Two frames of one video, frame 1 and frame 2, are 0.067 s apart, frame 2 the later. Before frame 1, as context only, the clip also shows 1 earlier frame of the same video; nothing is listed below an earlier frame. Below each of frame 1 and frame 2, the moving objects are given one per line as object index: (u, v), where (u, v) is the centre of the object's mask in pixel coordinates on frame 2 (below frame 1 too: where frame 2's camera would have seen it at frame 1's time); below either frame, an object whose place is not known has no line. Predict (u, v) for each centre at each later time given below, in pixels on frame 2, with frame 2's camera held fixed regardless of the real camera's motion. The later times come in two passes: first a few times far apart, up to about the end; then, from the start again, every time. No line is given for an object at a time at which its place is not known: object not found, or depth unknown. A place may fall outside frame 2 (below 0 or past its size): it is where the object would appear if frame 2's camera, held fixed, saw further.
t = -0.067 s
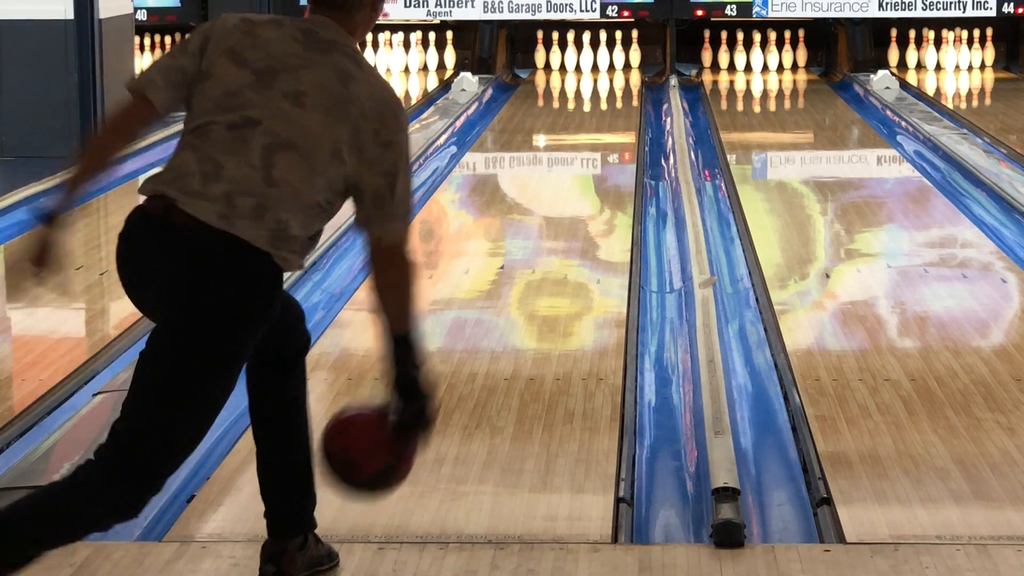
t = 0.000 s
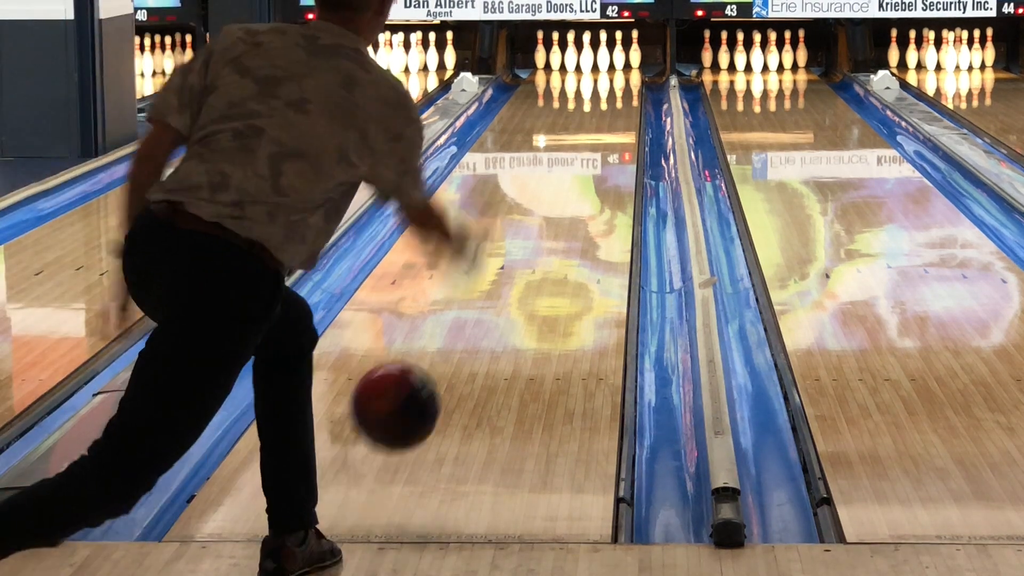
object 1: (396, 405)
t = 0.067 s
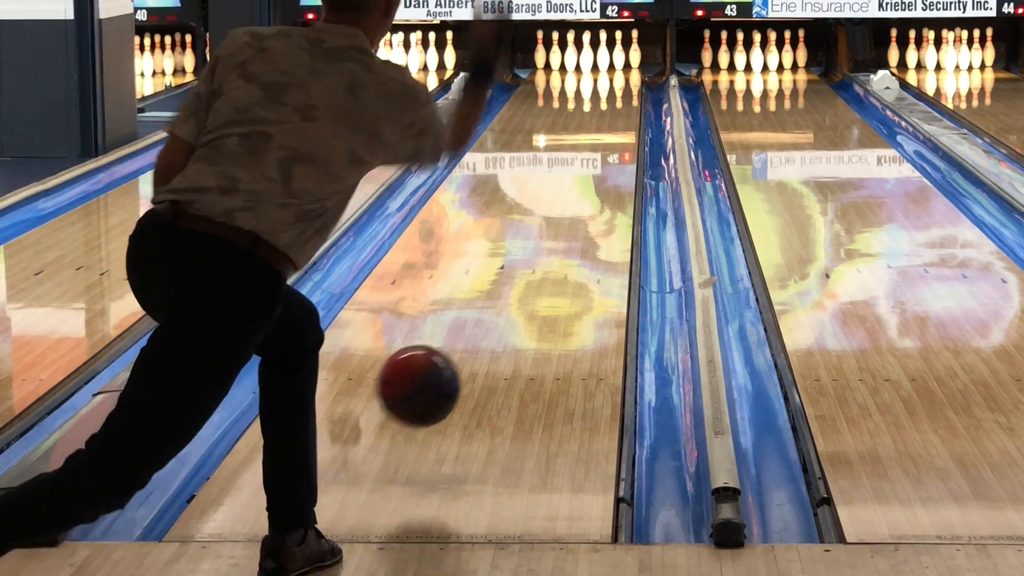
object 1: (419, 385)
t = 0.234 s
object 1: (466, 356)
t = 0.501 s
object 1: (516, 273)
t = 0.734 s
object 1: (545, 223)
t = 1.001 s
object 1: (569, 180)
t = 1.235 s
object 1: (584, 152)
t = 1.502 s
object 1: (596, 127)
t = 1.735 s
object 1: (603, 110)
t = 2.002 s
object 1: (608, 93)
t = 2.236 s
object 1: (607, 82)
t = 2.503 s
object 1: (600, 71)
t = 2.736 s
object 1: (591, 63)
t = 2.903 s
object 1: (588, 59)
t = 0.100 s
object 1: (430, 382)
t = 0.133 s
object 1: (440, 384)
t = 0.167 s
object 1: (449, 386)
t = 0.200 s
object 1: (458, 367)
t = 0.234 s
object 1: (466, 356)
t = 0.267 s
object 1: (473, 346)
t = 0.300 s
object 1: (481, 333)
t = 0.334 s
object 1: (488, 322)
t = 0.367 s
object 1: (494, 311)
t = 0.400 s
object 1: (500, 301)
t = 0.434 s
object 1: (506, 291)
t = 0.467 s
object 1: (511, 281)
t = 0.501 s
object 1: (516, 273)
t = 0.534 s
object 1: (521, 265)
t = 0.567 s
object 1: (526, 257)
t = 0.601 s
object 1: (530, 250)
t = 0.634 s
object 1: (534, 243)
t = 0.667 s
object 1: (538, 236)
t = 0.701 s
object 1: (542, 229)
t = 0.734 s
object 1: (545, 223)
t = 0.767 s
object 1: (549, 217)
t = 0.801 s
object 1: (552, 212)
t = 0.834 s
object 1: (556, 206)
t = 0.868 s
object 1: (558, 200)
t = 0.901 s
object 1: (561, 195)
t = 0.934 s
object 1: (564, 190)
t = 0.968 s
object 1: (567, 185)
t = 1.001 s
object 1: (569, 180)
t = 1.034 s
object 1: (572, 176)
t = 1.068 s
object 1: (574, 171)
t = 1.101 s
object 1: (576, 167)
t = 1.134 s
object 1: (578, 164)
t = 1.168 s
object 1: (580, 160)
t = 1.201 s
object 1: (582, 156)
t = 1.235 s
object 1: (584, 152)
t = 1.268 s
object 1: (586, 149)
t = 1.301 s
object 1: (587, 145)
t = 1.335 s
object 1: (589, 142)
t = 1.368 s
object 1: (591, 139)
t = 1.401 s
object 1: (592, 136)
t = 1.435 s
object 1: (594, 133)
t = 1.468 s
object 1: (595, 131)
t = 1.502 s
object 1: (596, 127)
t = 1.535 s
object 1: (597, 125)
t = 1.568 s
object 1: (598, 122)
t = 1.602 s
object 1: (599, 119)
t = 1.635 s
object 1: (601, 117)
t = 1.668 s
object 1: (602, 114)
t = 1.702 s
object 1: (603, 112)
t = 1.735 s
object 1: (603, 110)
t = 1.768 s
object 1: (604, 108)
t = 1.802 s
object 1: (605, 105)
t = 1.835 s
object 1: (606, 103)
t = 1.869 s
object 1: (606, 101)
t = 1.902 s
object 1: (607, 99)
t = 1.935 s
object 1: (607, 97)
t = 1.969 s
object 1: (608, 95)
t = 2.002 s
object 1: (608, 93)
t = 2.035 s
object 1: (608, 91)
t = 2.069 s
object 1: (608, 89)
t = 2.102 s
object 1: (608, 88)
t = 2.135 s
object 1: (608, 86)
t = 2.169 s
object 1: (607, 85)
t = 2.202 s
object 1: (607, 83)
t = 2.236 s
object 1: (607, 82)
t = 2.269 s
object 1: (606, 80)
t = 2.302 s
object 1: (605, 79)
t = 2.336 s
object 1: (604, 77)
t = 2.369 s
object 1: (604, 76)
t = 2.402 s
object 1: (603, 74)
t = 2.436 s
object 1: (602, 74)
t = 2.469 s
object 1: (601, 72)
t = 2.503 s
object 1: (600, 71)
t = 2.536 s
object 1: (598, 70)
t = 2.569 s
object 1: (597, 68)
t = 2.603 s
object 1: (596, 67)
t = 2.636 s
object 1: (595, 66)
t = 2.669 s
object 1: (594, 65)
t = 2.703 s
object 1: (592, 64)
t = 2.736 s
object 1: (591, 63)
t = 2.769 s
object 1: (592, 63)
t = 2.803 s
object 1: (592, 62)
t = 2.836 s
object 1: (591, 61)
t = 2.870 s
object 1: (589, 61)
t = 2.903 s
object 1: (588, 59)
